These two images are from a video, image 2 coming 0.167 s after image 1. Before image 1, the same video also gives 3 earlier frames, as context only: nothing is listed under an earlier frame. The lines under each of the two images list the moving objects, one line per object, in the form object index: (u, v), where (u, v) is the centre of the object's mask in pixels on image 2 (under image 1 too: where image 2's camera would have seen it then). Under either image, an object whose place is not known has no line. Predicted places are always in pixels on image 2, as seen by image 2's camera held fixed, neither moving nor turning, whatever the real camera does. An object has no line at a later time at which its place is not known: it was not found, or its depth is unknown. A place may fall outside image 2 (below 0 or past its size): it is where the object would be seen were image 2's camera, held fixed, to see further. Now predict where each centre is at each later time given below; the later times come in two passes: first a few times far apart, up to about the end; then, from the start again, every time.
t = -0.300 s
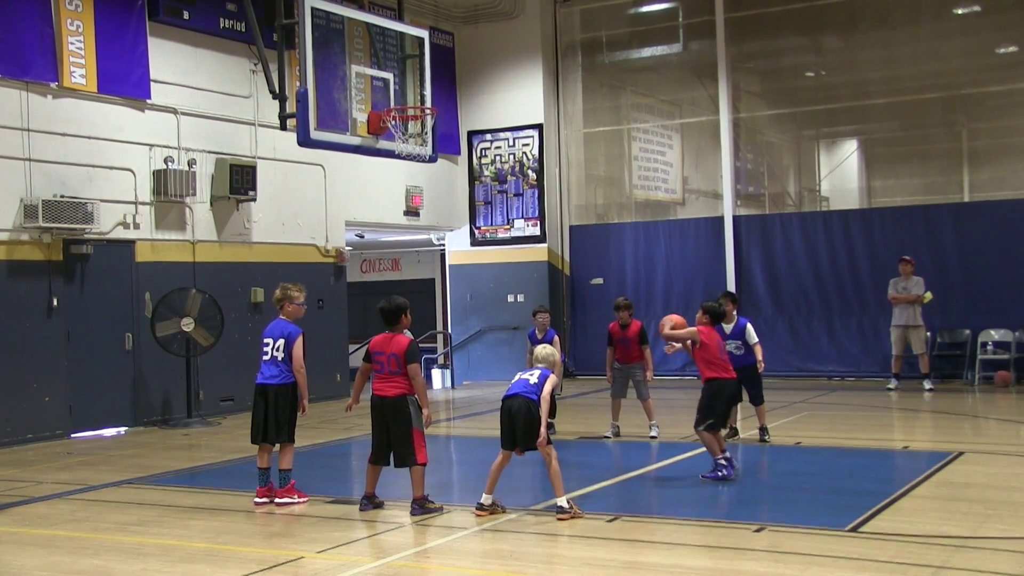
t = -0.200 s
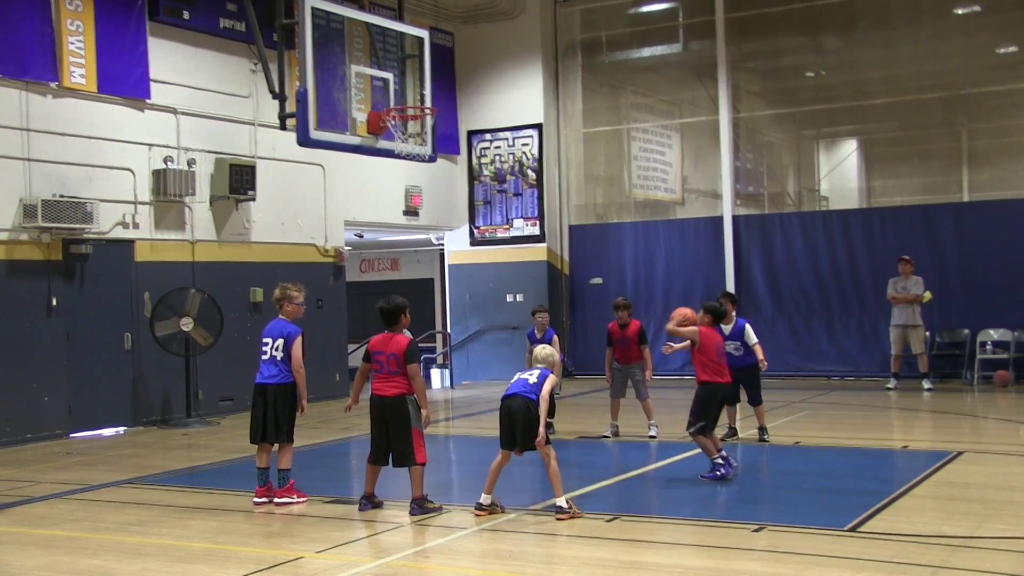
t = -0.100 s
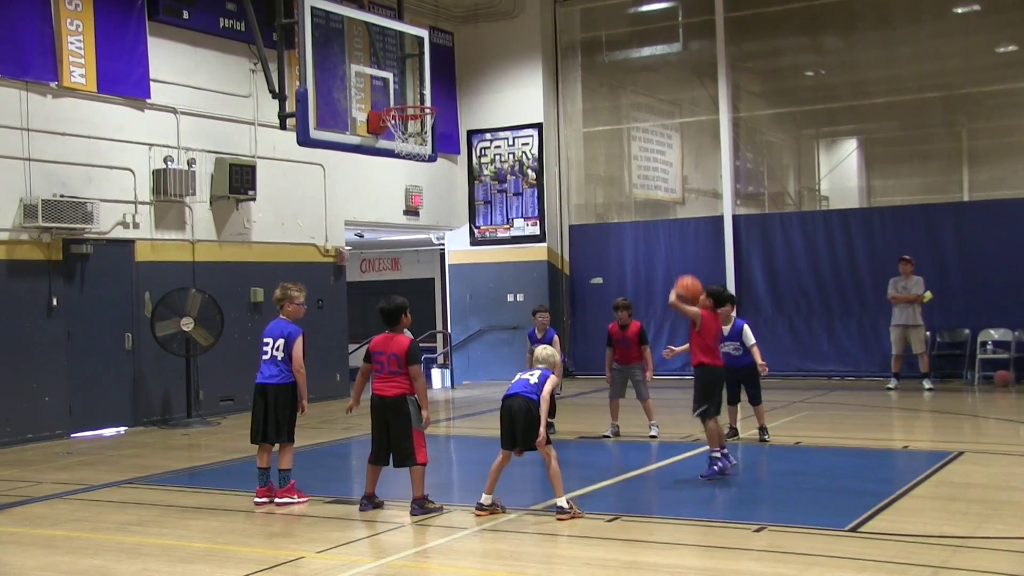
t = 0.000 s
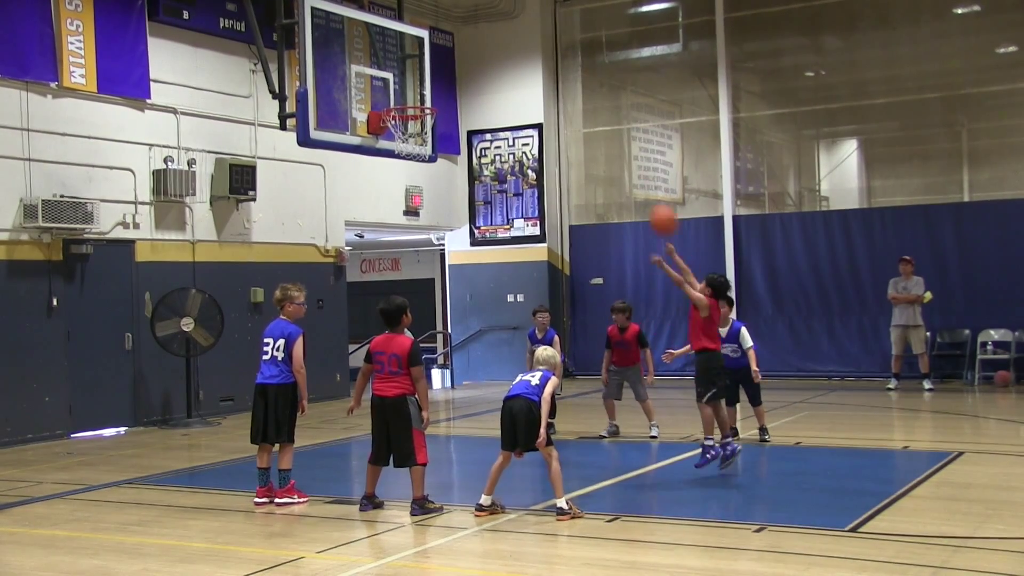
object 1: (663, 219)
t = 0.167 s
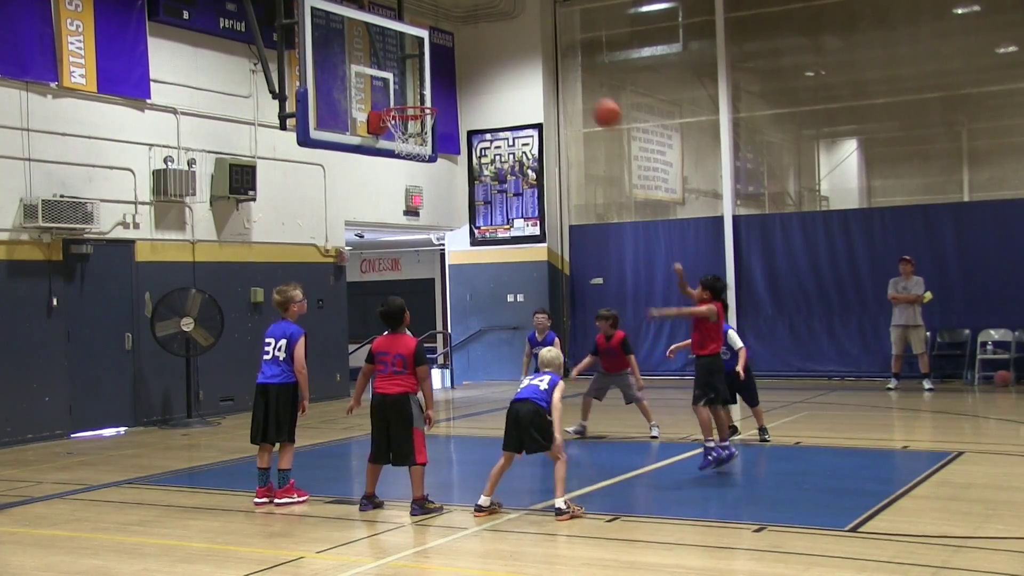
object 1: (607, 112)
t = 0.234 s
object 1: (585, 82)
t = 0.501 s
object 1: (507, 15)
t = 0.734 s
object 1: (446, 26)
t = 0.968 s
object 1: (388, 97)
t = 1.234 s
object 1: (400, 31)
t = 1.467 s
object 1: (414, 28)
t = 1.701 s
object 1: (431, 82)
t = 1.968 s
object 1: (455, 74)
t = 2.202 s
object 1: (479, 98)
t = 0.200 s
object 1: (596, 96)
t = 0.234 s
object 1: (585, 82)
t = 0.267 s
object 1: (575, 69)
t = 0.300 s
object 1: (566, 57)
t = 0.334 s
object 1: (555, 47)
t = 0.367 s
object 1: (544, 37)
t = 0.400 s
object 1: (535, 30)
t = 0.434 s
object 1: (525, 24)
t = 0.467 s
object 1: (515, 19)
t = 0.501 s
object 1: (507, 15)
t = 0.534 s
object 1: (498, 13)
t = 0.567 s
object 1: (489, 12)
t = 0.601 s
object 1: (480, 13)
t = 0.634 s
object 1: (471, 14)
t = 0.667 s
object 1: (462, 17)
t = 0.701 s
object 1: (453, 21)
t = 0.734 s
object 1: (446, 26)
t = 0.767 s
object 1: (437, 33)
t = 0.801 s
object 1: (428, 41)
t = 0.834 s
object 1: (420, 50)
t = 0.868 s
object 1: (412, 60)
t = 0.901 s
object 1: (404, 72)
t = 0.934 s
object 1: (396, 84)
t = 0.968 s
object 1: (388, 97)
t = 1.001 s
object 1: (387, 94)
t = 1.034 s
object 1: (389, 81)
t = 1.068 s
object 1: (391, 69)
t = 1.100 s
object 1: (392, 59)
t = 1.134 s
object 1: (394, 52)
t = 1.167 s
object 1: (396, 44)
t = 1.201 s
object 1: (397, 38)
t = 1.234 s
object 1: (400, 31)
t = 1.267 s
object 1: (401, 26)
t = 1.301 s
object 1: (404, 24)
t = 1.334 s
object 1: (405, 22)
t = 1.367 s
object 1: (408, 22)
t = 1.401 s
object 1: (410, 22)
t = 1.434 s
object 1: (412, 24)
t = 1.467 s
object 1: (414, 28)
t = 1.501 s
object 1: (416, 31)
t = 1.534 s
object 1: (418, 37)
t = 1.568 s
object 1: (420, 44)
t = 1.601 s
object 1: (423, 52)
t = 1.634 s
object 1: (425, 61)
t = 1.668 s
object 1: (428, 71)
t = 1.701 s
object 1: (431, 82)
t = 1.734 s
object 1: (433, 94)
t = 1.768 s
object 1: (435, 98)
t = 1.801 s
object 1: (439, 91)
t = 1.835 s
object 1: (442, 86)
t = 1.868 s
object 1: (445, 81)
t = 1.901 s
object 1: (448, 78)
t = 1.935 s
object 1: (451, 75)
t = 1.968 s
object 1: (455, 74)
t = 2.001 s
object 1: (458, 74)
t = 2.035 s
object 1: (461, 75)
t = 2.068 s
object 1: (465, 78)
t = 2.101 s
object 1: (469, 81)
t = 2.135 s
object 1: (472, 85)
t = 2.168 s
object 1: (475, 92)
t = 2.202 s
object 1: (479, 98)
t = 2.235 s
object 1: (482, 107)
